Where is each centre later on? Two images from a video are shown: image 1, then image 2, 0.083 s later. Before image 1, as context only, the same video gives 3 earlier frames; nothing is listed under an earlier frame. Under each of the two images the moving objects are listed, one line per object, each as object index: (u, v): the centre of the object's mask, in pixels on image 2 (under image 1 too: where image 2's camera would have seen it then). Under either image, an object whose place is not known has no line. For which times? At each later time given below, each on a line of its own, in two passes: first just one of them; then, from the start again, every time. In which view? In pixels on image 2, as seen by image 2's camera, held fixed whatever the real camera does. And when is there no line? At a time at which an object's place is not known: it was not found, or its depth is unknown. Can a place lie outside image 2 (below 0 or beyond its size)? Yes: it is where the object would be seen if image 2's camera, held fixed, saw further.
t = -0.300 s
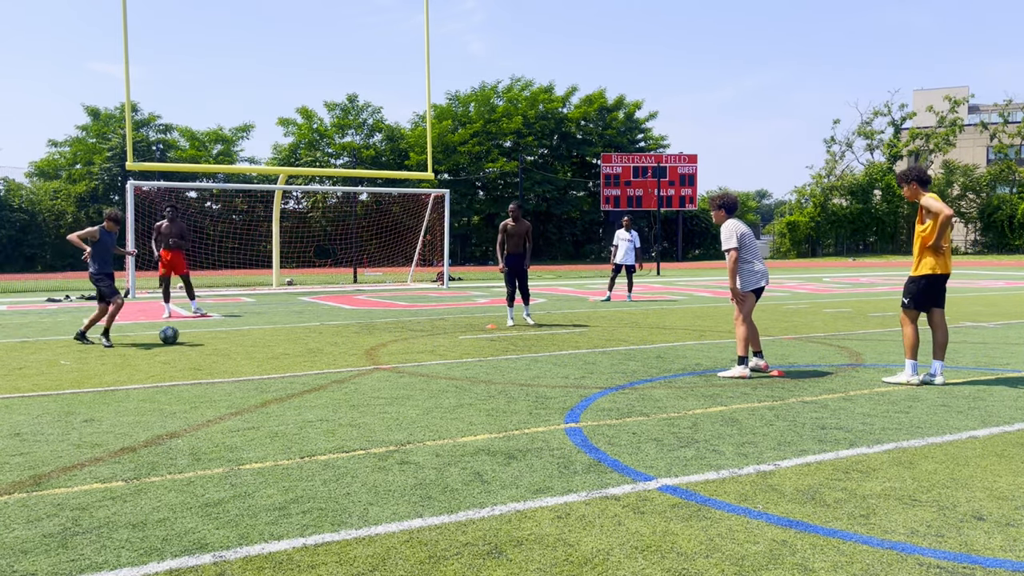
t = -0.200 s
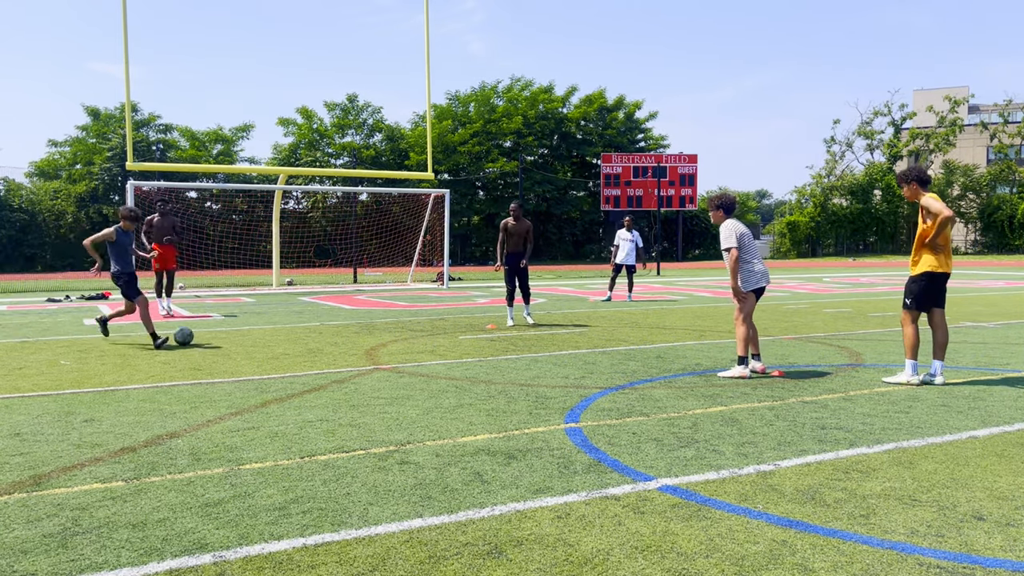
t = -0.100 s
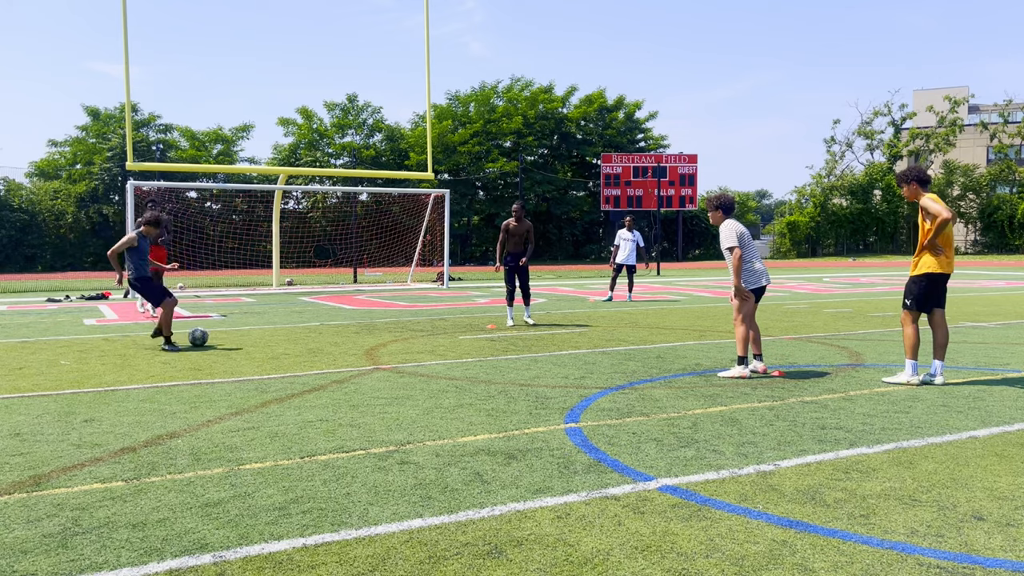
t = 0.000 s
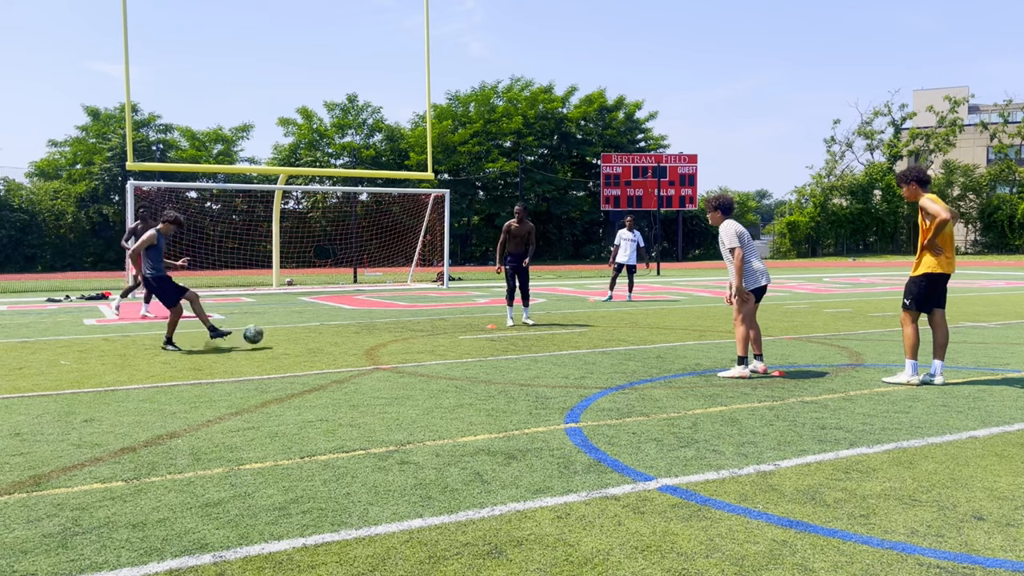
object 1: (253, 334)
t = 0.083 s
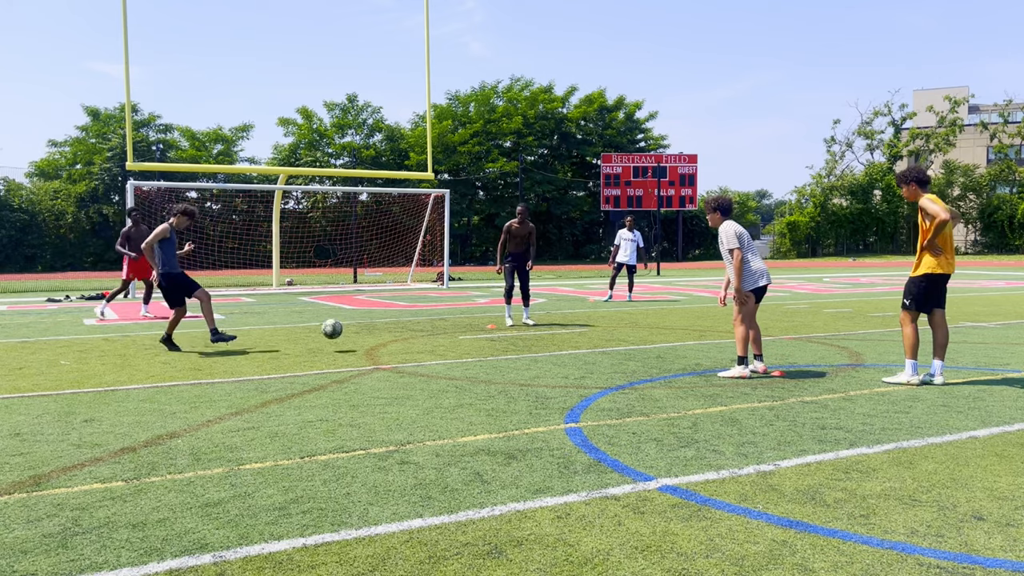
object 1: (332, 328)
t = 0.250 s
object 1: (503, 341)
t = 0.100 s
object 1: (348, 329)
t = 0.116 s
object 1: (364, 329)
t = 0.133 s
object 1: (381, 329)
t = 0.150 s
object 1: (398, 330)
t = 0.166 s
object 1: (415, 331)
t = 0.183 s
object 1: (432, 332)
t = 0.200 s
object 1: (449, 334)
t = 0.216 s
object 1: (467, 336)
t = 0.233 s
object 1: (485, 338)
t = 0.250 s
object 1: (503, 341)
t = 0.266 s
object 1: (521, 344)
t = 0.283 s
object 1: (539, 348)
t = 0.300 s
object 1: (557, 351)
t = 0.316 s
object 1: (573, 349)
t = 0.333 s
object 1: (589, 346)
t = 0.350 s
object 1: (604, 345)
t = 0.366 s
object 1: (621, 344)
